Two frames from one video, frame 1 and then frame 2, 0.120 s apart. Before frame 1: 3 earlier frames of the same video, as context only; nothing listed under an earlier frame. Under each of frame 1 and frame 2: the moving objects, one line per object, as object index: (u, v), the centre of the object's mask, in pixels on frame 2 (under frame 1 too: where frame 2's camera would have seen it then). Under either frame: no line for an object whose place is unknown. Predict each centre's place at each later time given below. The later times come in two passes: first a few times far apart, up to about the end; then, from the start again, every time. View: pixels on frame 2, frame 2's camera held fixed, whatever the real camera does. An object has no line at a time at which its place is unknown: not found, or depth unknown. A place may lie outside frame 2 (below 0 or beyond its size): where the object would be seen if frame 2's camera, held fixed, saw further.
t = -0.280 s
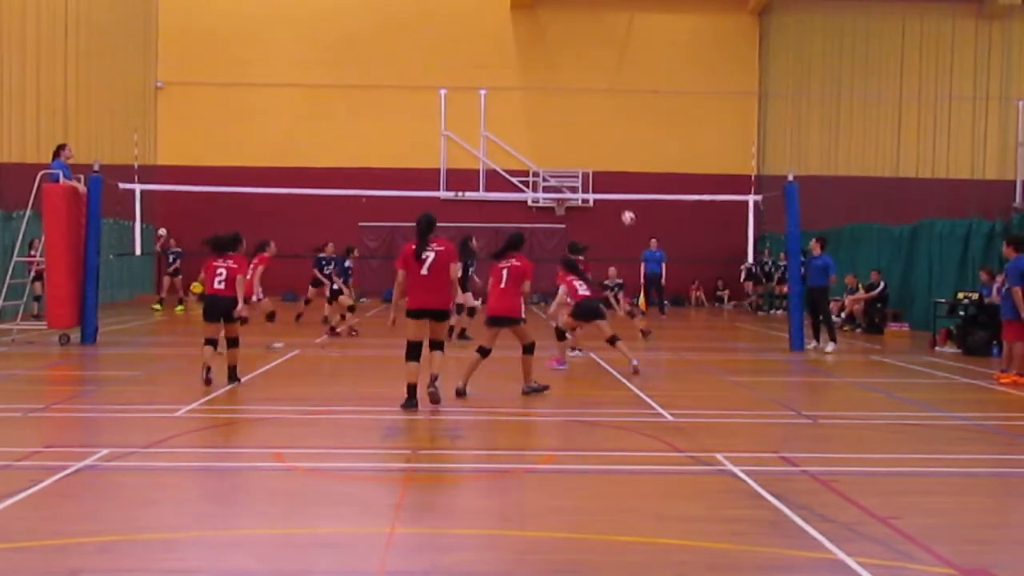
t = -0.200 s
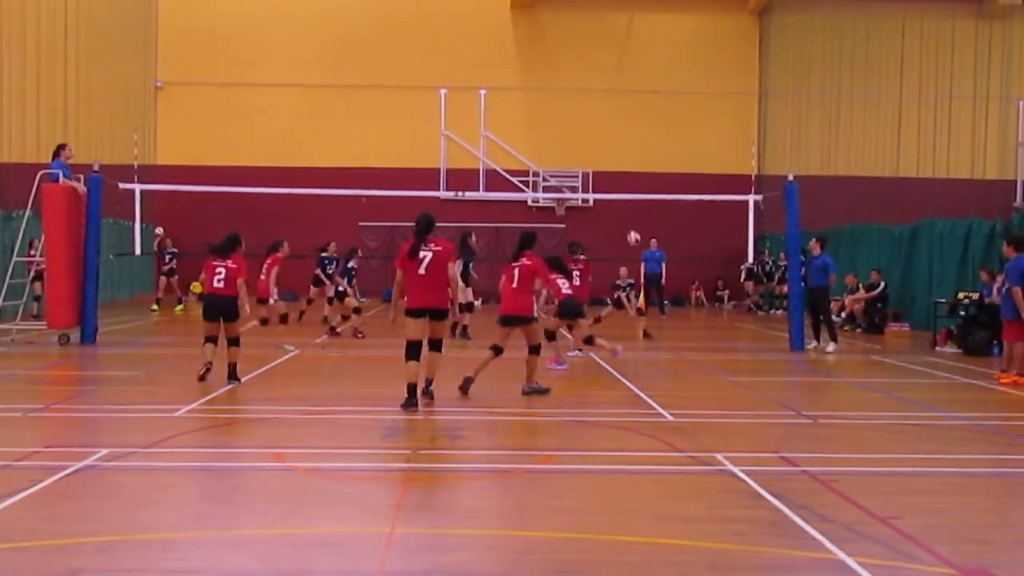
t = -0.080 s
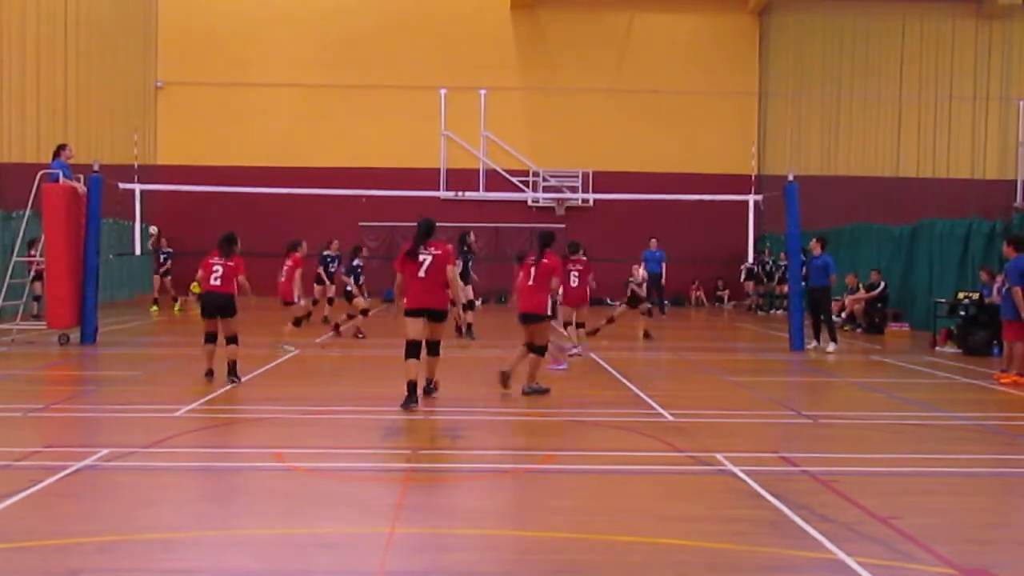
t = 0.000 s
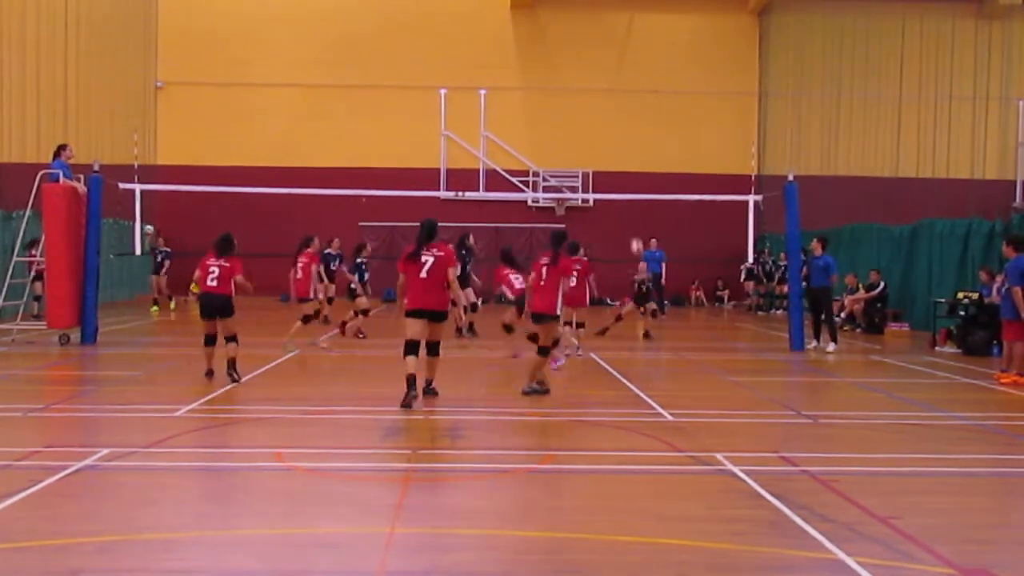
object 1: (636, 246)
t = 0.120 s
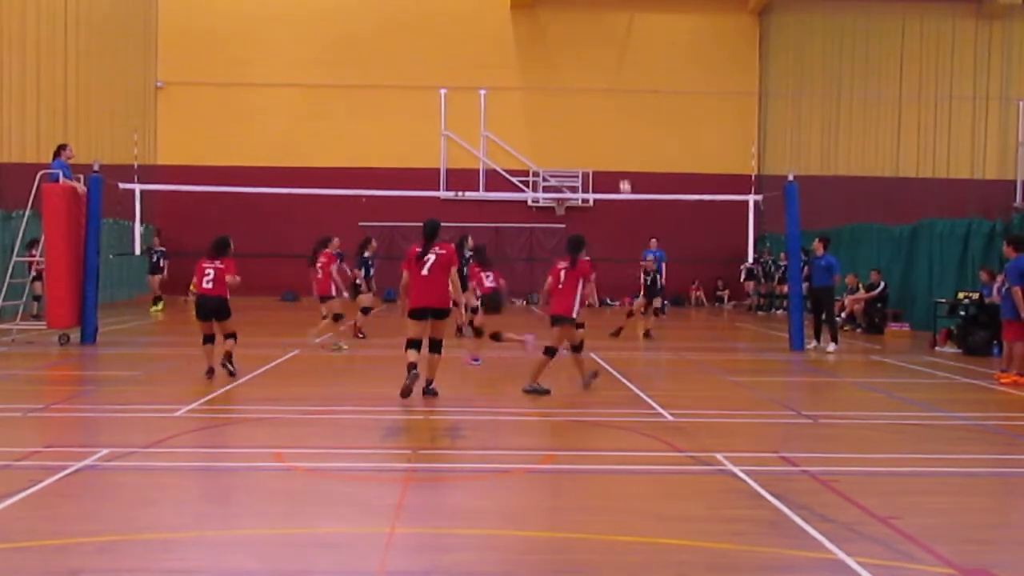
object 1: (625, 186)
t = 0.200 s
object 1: (618, 153)
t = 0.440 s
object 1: (598, 78)
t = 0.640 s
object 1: (580, 43)
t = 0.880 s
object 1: (561, 33)
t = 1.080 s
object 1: (544, 52)
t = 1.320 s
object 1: (525, 104)
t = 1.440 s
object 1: (516, 144)
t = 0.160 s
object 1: (621, 170)
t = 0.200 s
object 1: (618, 153)
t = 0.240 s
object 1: (613, 138)
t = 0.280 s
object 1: (610, 125)
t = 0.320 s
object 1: (607, 110)
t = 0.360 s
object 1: (604, 98)
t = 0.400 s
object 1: (600, 88)
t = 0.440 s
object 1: (598, 78)
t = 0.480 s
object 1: (594, 69)
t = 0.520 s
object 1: (590, 61)
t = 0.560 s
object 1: (587, 54)
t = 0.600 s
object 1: (583, 48)
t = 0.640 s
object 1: (580, 43)
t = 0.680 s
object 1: (578, 40)
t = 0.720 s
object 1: (574, 36)
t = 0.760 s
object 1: (570, 34)
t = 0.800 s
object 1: (567, 33)
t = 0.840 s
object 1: (563, 32)
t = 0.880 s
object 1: (561, 33)
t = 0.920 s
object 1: (556, 36)
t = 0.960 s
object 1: (554, 38)
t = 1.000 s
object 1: (551, 42)
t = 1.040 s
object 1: (547, 46)
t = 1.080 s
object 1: (544, 52)
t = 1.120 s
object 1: (541, 58)
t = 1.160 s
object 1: (538, 65)
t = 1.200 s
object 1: (534, 74)
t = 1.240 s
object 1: (531, 84)
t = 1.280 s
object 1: (527, 94)
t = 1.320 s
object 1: (525, 104)
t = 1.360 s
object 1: (521, 117)
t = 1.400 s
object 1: (518, 130)
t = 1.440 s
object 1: (516, 144)
